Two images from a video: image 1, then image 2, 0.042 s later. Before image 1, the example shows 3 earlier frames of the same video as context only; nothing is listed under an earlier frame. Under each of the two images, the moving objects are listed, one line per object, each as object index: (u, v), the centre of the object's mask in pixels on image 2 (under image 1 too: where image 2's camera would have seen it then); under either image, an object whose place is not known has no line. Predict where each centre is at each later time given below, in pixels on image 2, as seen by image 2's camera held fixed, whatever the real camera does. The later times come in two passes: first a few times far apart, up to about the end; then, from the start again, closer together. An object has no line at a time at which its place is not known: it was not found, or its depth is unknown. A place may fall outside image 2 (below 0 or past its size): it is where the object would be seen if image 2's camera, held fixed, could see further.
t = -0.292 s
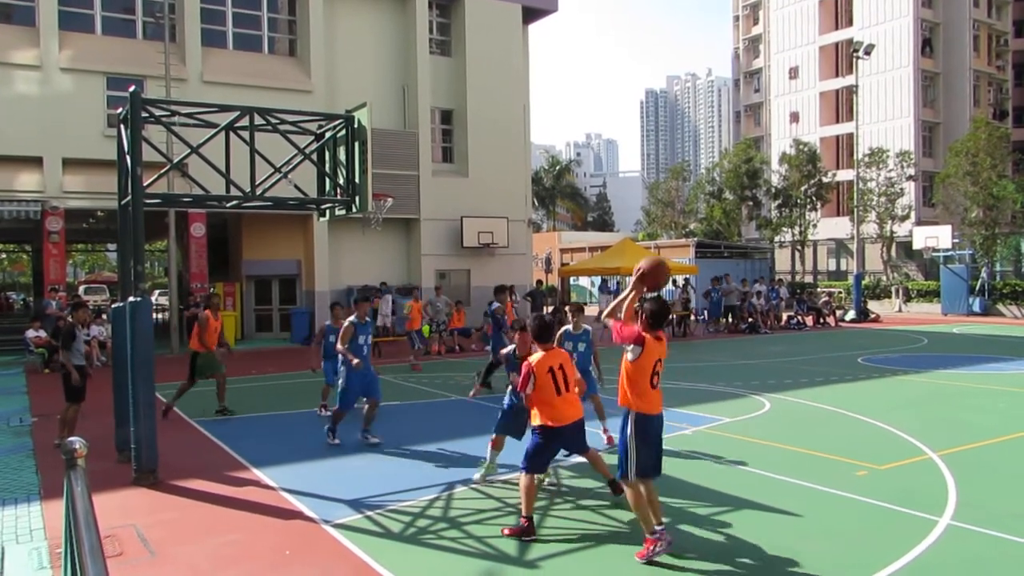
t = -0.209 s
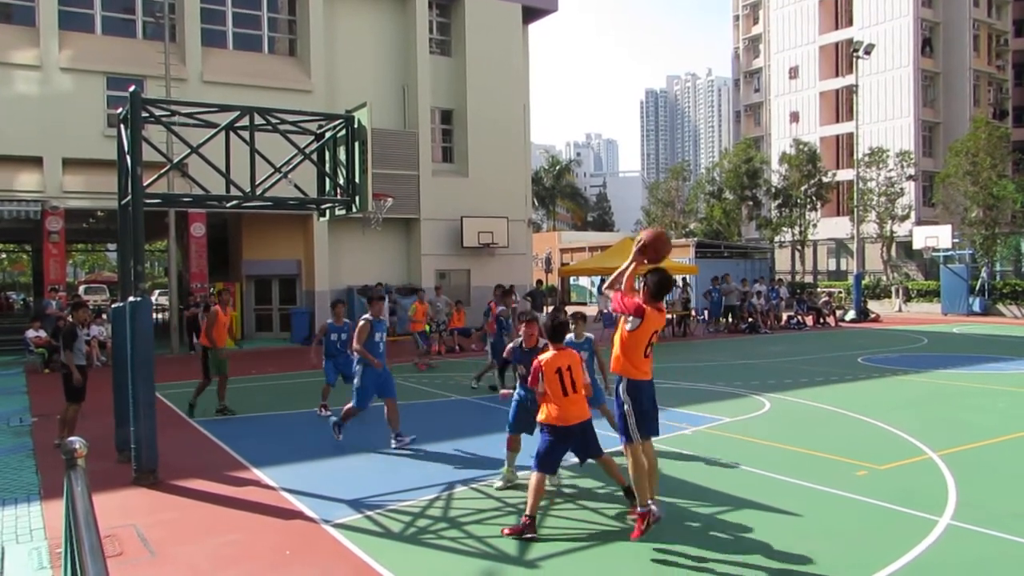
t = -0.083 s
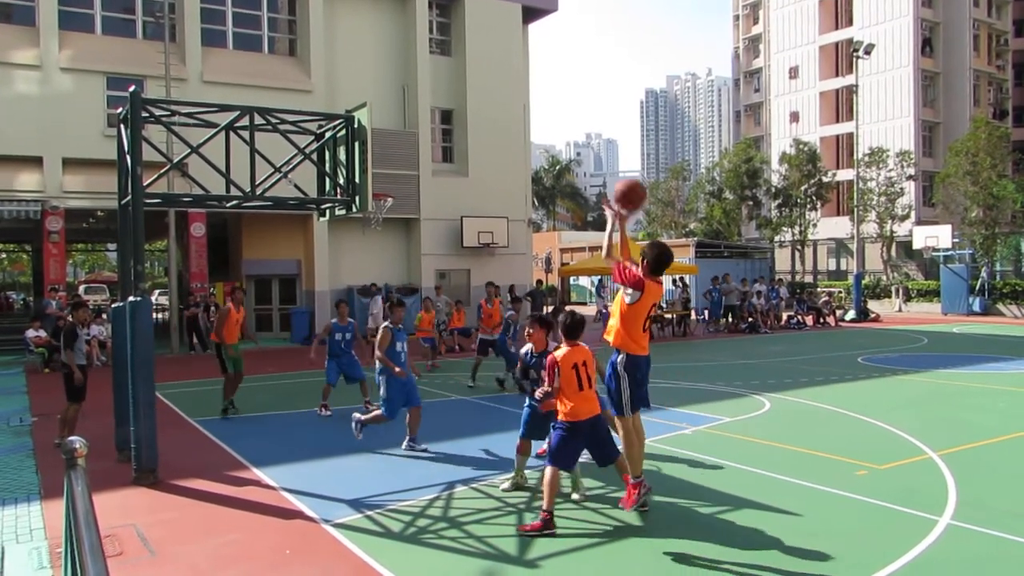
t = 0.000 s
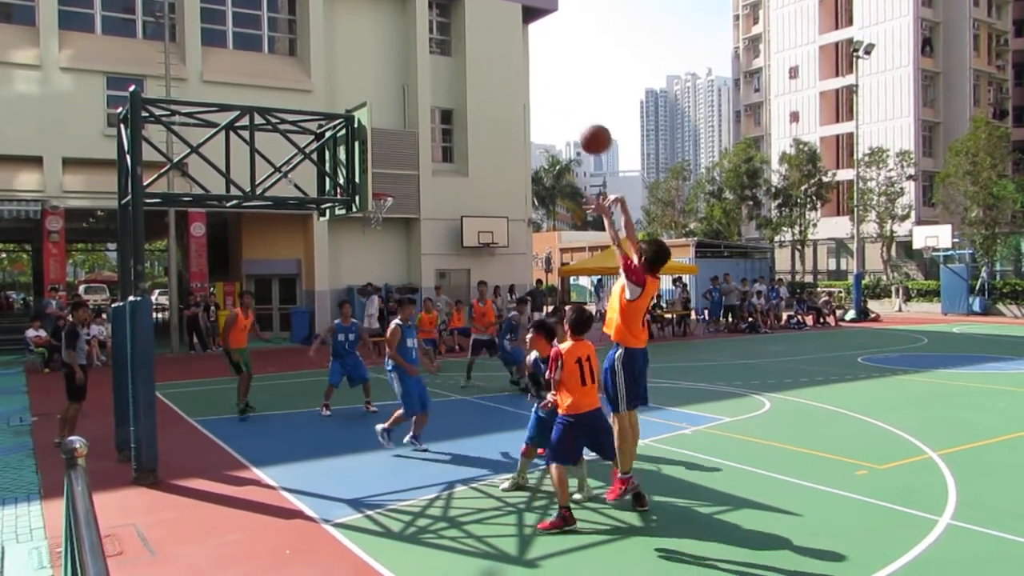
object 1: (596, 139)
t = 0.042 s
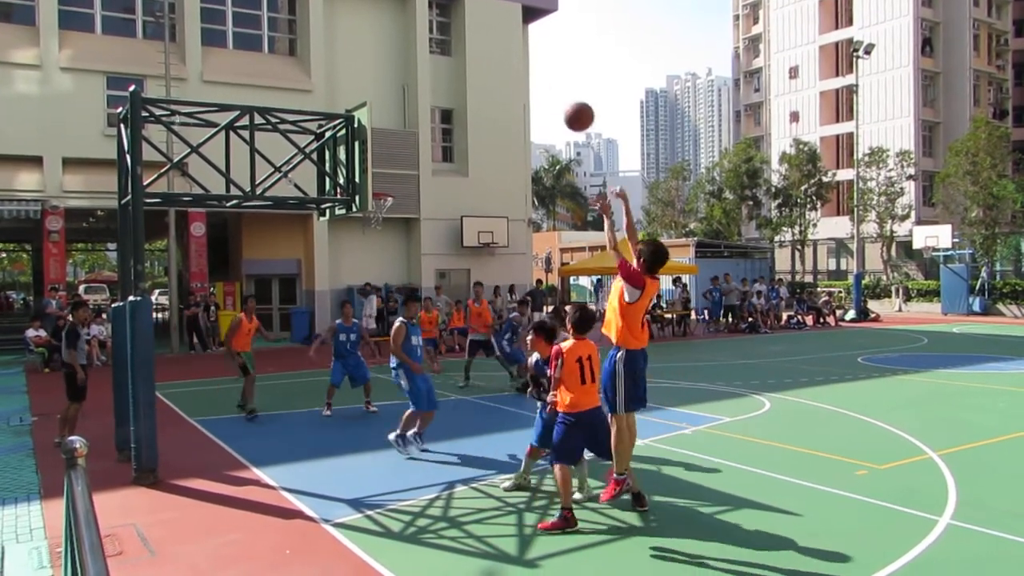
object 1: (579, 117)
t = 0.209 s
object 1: (520, 57)
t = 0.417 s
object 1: (463, 35)
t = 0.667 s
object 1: (408, 67)
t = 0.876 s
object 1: (376, 128)
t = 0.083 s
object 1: (563, 97)
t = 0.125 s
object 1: (548, 81)
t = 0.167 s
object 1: (534, 68)
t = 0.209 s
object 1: (520, 57)
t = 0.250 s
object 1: (508, 48)
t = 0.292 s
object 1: (496, 42)
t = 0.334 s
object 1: (485, 38)
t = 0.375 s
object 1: (473, 36)
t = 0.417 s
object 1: (463, 35)
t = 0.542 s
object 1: (433, 44)
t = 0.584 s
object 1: (425, 50)
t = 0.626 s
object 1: (416, 58)
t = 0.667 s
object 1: (408, 67)
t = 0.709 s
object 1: (401, 77)
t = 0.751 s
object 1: (393, 88)
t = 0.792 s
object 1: (386, 101)
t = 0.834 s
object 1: (380, 114)
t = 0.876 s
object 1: (376, 128)
